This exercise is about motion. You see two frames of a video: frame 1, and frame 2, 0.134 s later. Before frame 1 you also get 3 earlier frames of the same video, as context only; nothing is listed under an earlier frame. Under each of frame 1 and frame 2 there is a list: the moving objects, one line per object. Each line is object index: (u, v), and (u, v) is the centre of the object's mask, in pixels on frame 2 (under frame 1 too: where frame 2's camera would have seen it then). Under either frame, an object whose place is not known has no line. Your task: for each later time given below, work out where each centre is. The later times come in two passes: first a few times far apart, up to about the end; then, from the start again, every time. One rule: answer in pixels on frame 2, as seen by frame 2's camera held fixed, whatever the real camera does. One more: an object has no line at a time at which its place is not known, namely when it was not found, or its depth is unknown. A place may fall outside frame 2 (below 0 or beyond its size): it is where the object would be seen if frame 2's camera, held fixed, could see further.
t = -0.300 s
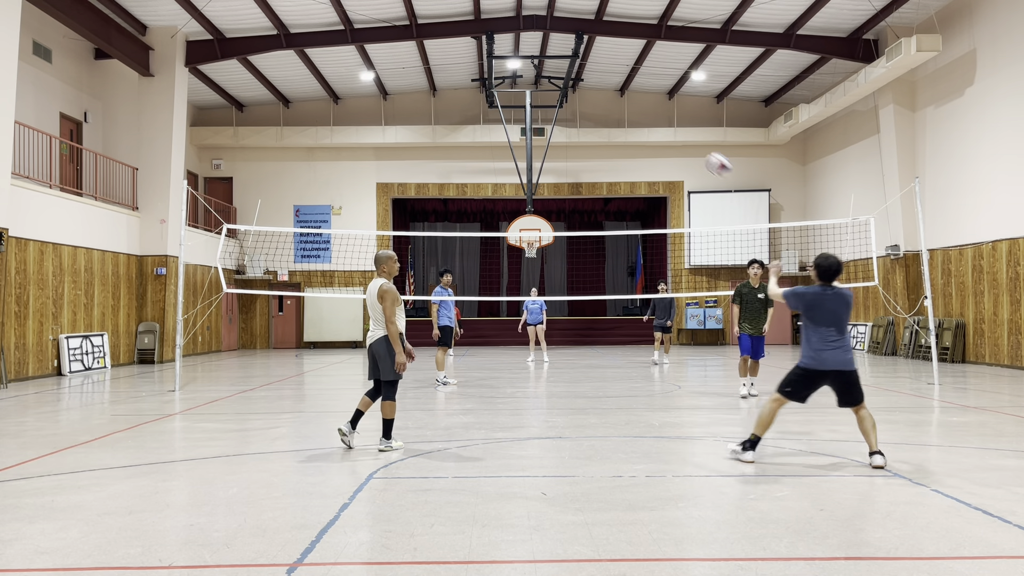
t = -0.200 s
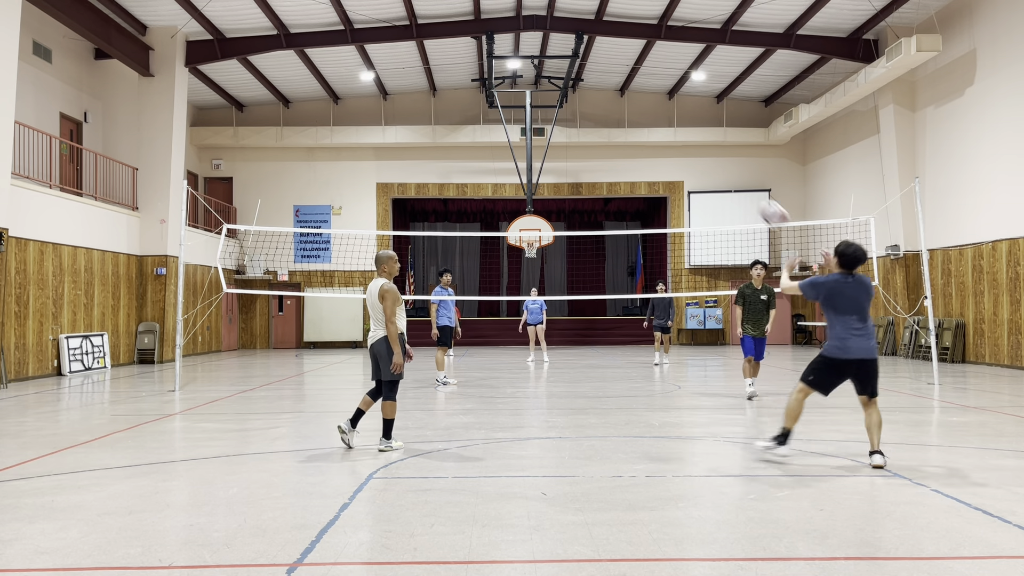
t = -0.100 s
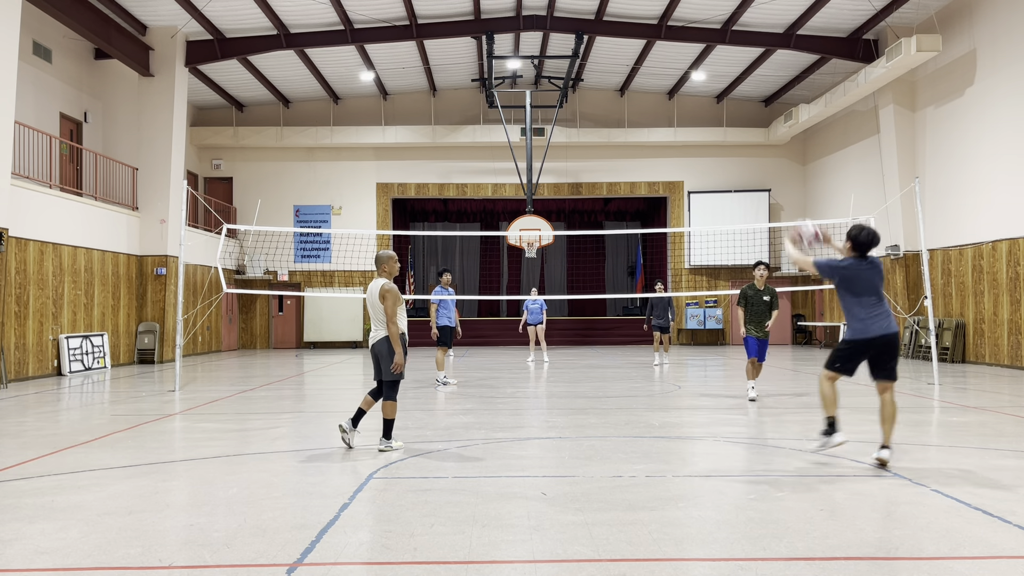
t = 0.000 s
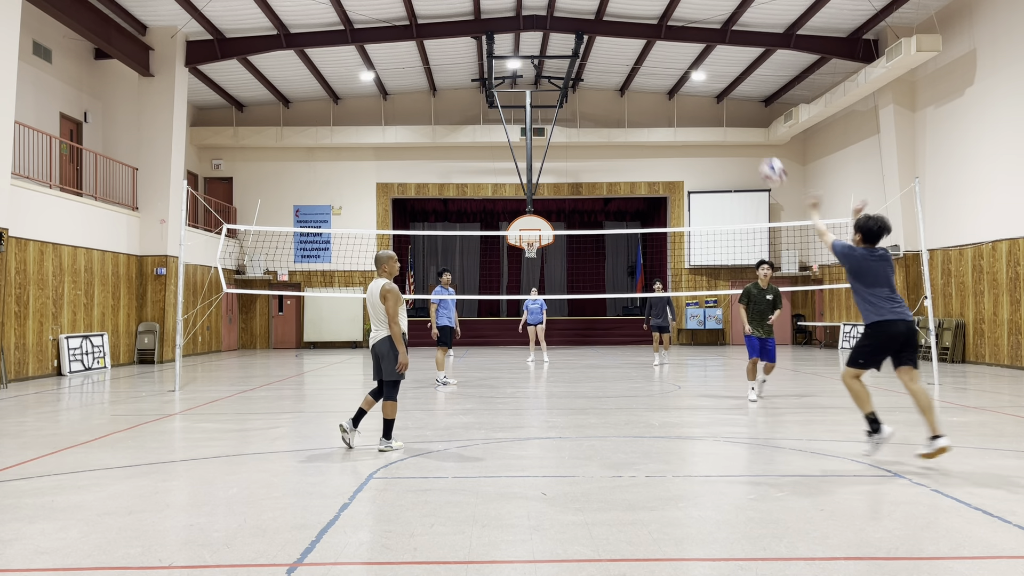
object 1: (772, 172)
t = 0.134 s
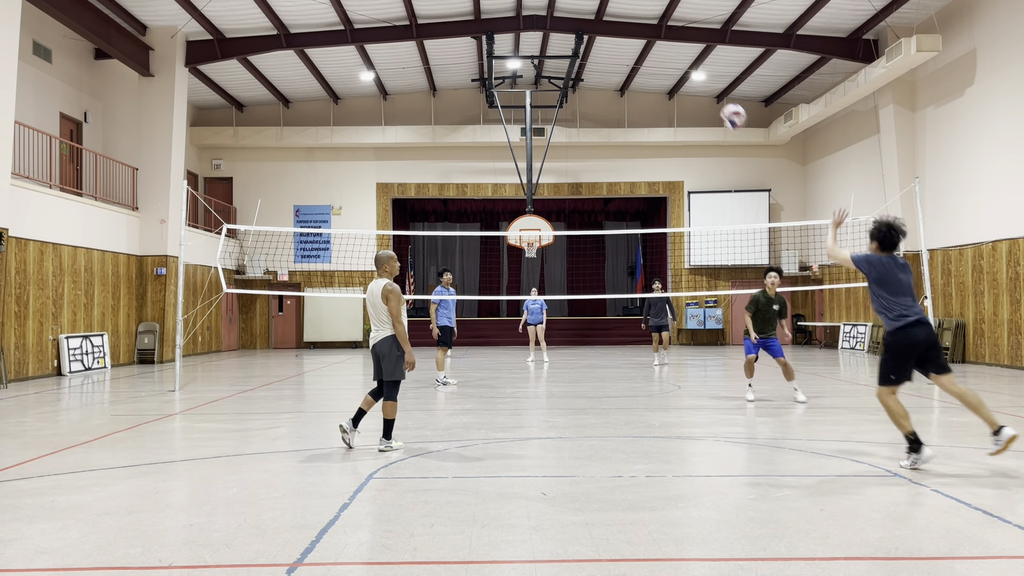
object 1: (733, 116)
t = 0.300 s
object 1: (692, 82)
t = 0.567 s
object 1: (641, 90)
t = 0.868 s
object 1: (597, 164)
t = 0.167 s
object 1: (725, 107)
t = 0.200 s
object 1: (716, 98)
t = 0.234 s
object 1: (708, 92)
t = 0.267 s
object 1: (699, 86)
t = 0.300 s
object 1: (692, 82)
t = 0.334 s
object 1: (685, 79)
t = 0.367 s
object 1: (679, 78)
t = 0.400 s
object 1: (671, 77)
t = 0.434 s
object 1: (665, 78)
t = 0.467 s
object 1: (659, 79)
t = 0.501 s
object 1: (653, 82)
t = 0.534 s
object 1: (647, 86)
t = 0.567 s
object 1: (641, 90)
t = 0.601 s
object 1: (636, 95)
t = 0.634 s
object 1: (630, 102)
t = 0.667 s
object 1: (625, 109)
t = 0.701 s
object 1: (620, 117)
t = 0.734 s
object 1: (616, 123)
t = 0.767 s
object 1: (611, 134)
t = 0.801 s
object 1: (606, 144)
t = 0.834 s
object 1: (602, 154)
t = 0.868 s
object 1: (597, 164)
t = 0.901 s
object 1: (593, 177)
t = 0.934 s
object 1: (589, 189)
